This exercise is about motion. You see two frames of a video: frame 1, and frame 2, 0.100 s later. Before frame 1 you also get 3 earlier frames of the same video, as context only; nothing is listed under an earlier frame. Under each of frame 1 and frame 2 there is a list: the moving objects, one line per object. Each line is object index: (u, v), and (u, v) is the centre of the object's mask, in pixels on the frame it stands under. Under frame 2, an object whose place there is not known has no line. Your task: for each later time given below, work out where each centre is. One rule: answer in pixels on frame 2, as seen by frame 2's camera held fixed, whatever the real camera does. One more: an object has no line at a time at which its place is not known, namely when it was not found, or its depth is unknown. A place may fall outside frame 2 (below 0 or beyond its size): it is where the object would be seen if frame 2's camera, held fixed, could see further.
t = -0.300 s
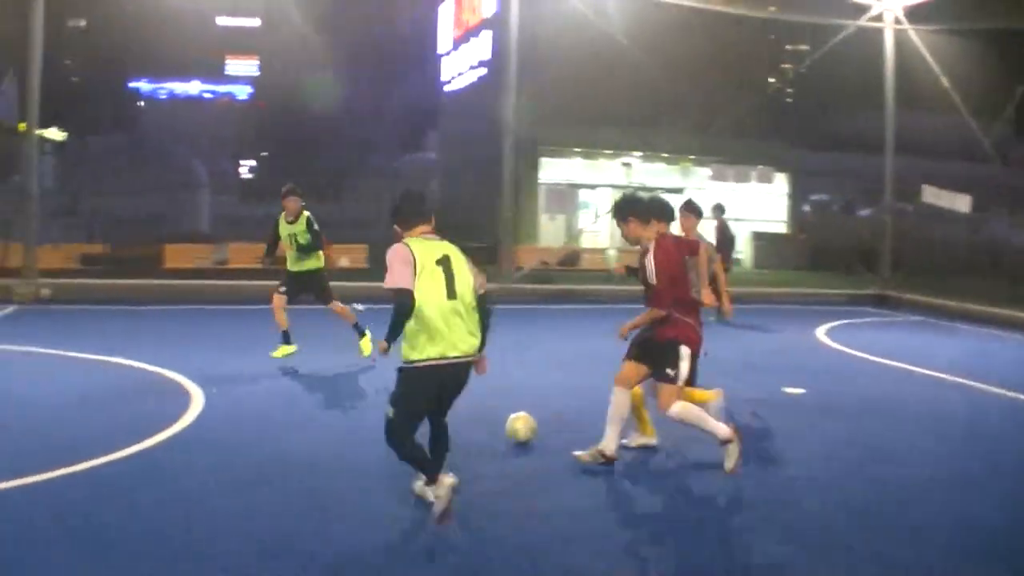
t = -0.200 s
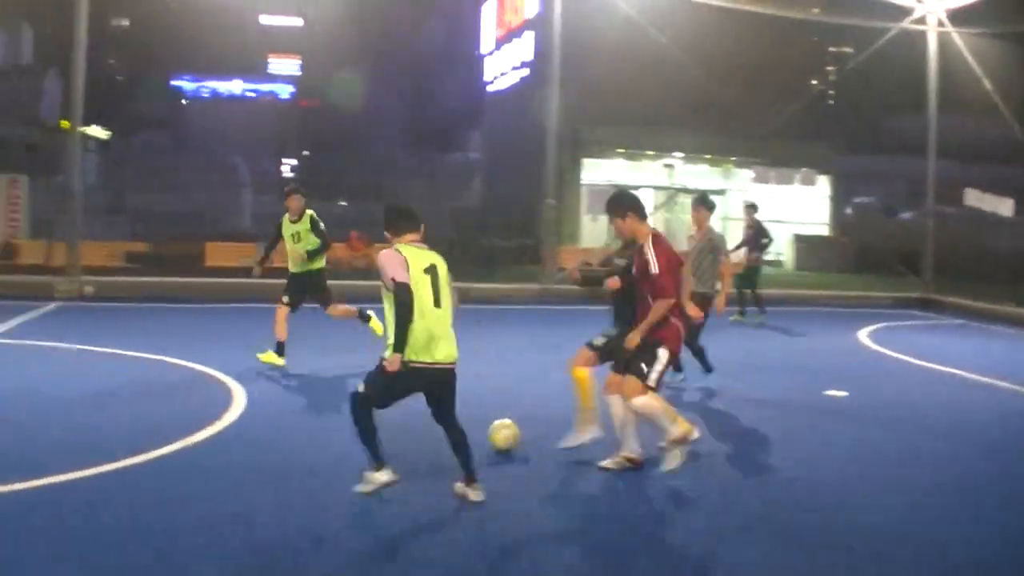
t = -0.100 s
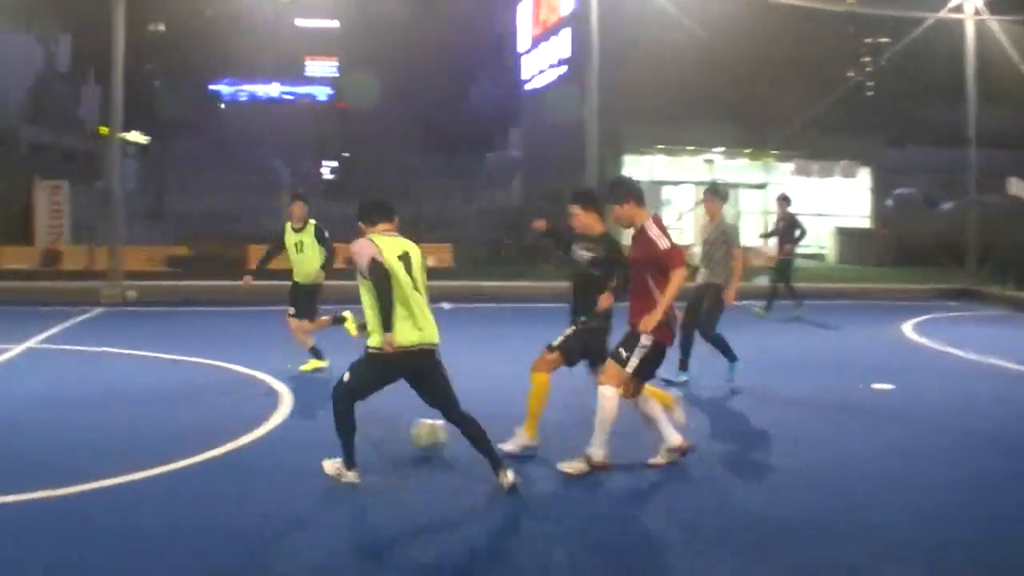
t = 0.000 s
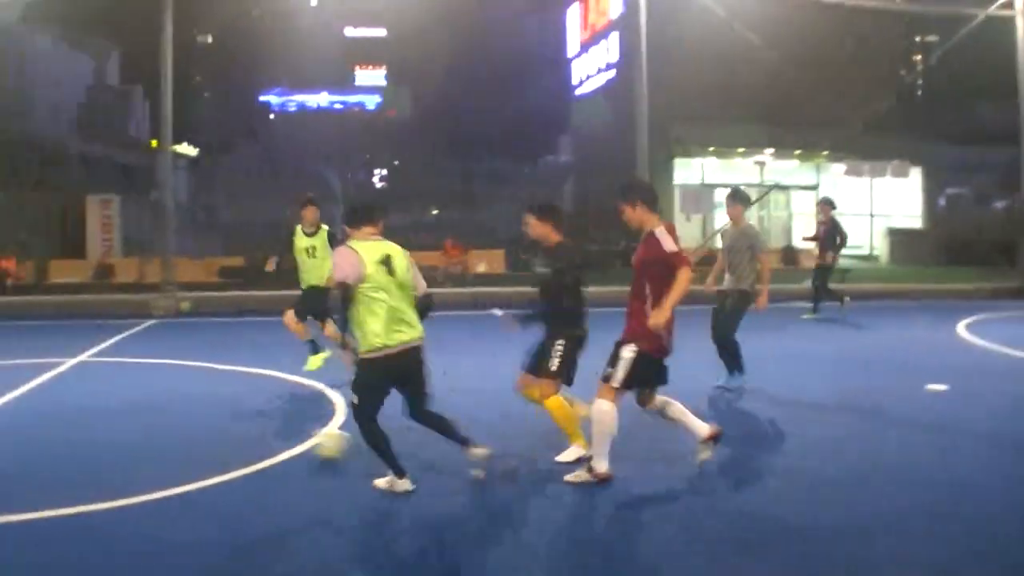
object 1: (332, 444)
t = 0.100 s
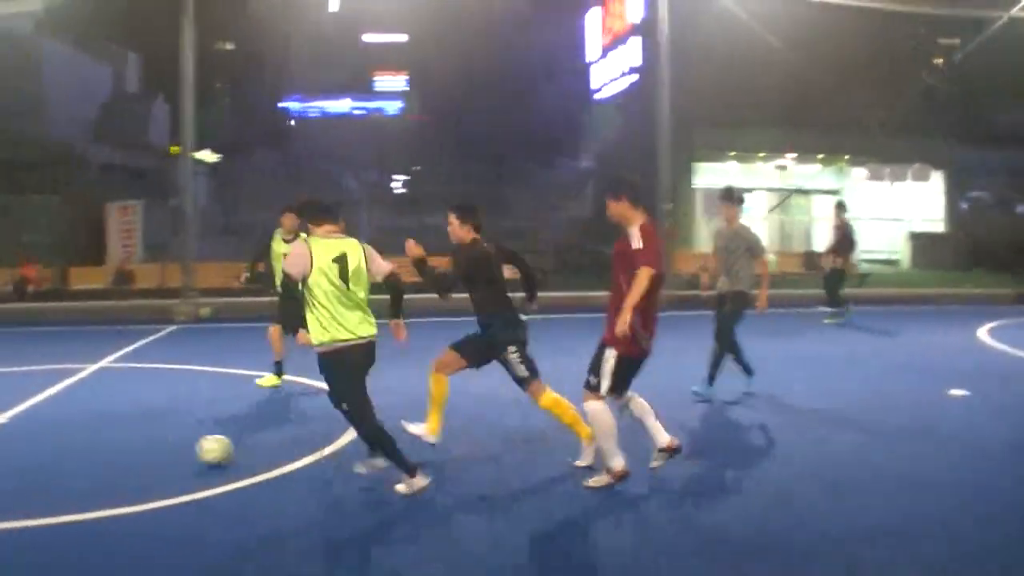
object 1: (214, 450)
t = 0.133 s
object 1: (183, 447)
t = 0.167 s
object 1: (143, 446)
